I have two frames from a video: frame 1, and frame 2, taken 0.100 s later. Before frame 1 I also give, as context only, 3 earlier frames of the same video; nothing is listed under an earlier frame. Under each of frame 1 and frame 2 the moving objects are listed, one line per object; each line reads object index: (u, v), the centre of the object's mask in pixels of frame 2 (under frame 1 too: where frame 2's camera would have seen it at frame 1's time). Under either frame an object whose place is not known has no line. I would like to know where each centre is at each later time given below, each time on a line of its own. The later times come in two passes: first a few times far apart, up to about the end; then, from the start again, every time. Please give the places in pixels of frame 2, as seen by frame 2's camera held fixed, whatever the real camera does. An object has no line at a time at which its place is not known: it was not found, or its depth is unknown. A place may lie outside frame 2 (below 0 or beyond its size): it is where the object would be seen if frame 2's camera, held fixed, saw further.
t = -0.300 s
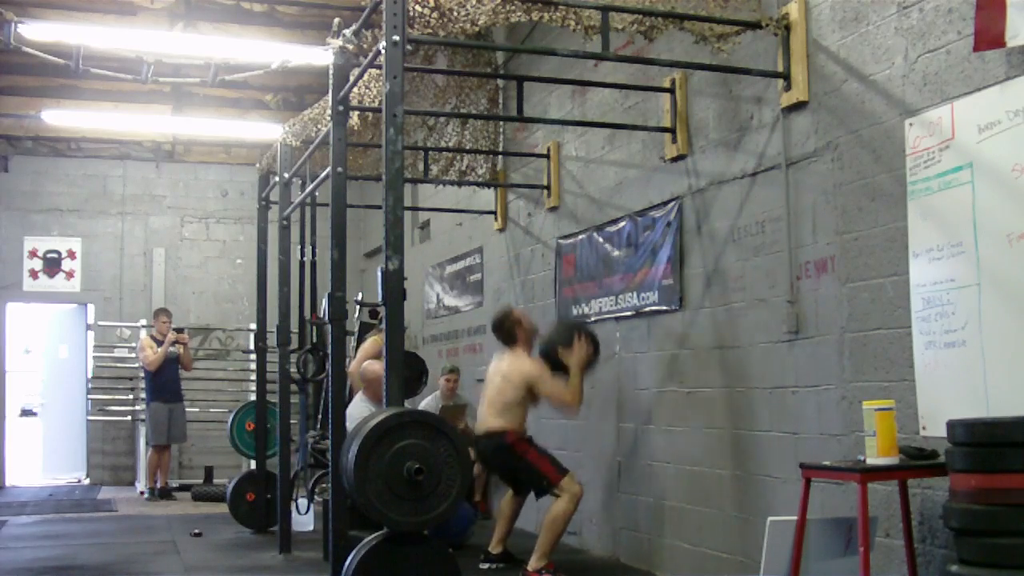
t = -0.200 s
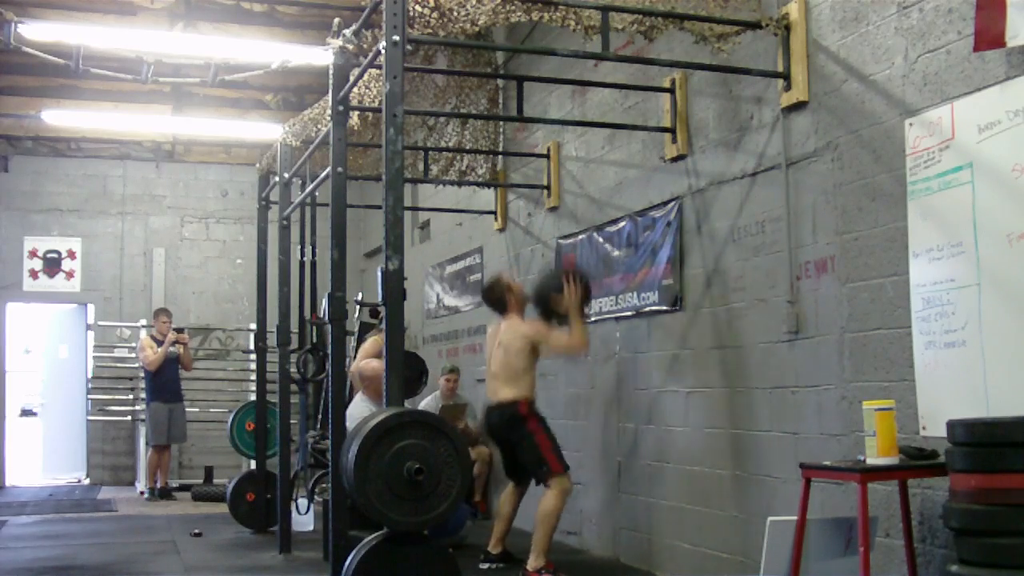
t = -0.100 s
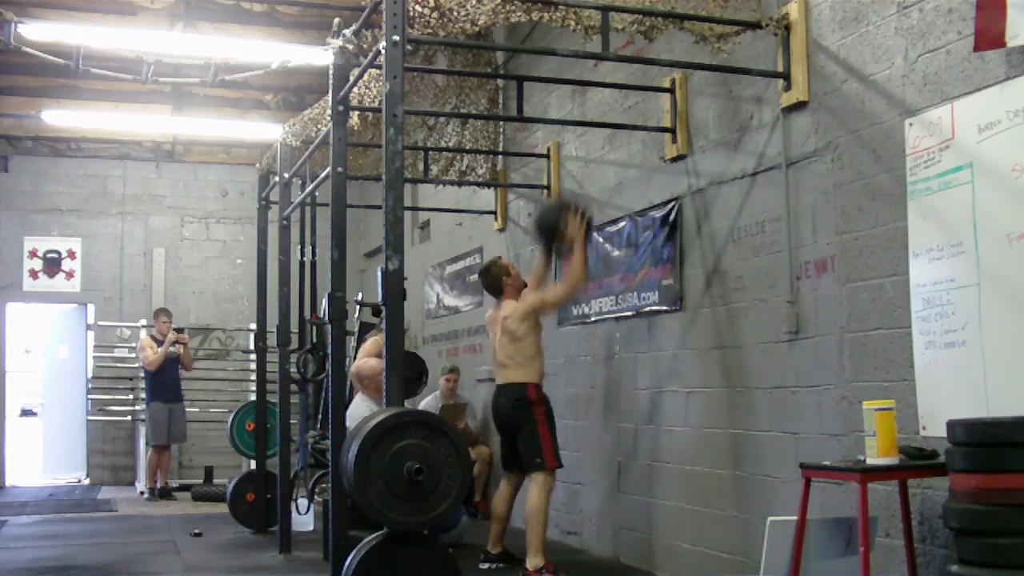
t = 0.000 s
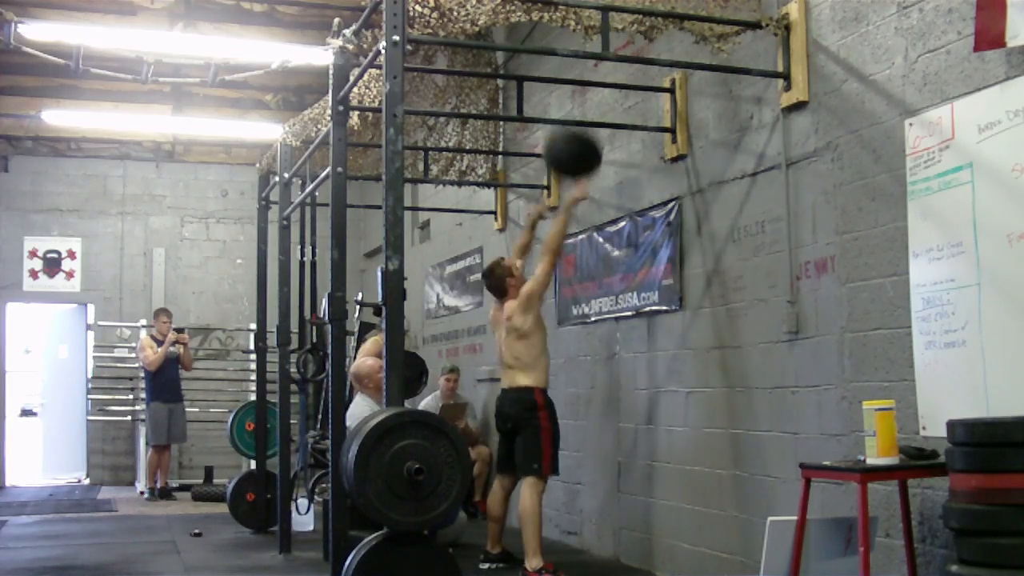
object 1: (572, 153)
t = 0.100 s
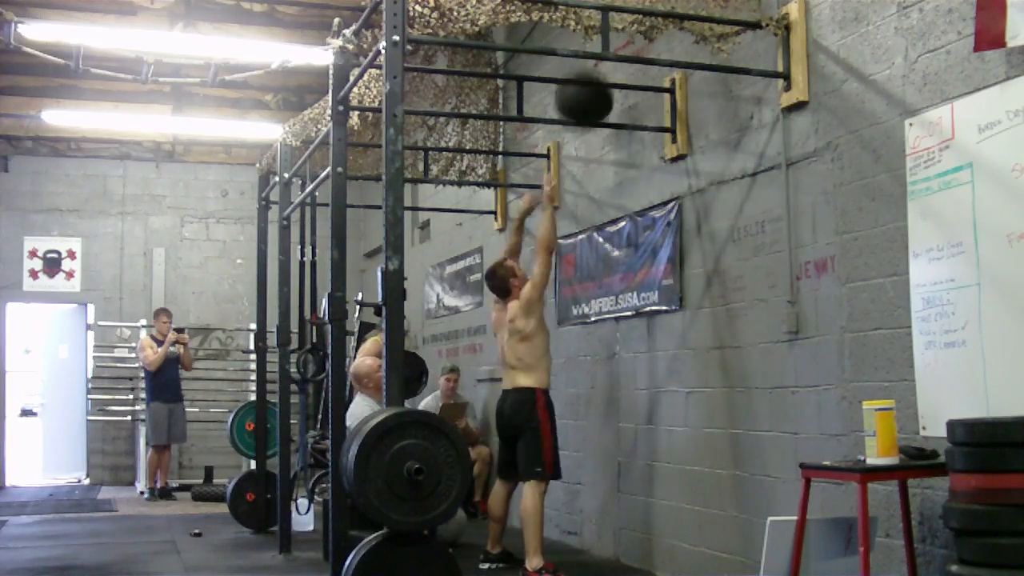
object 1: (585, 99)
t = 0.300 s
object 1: (611, 49)
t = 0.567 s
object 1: (587, 70)
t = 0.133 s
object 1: (588, 84)
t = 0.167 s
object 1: (591, 76)
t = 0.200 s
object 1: (592, 65)
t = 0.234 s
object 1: (598, 54)
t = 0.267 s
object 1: (610, 50)
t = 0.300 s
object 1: (611, 49)
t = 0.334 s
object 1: (611, 47)
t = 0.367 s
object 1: (610, 47)
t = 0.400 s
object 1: (600, 48)
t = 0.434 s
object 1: (597, 50)
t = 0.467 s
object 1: (594, 52)
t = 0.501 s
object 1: (591, 58)
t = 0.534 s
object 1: (587, 63)
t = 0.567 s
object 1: (587, 70)
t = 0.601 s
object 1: (587, 82)
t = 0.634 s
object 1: (584, 94)
